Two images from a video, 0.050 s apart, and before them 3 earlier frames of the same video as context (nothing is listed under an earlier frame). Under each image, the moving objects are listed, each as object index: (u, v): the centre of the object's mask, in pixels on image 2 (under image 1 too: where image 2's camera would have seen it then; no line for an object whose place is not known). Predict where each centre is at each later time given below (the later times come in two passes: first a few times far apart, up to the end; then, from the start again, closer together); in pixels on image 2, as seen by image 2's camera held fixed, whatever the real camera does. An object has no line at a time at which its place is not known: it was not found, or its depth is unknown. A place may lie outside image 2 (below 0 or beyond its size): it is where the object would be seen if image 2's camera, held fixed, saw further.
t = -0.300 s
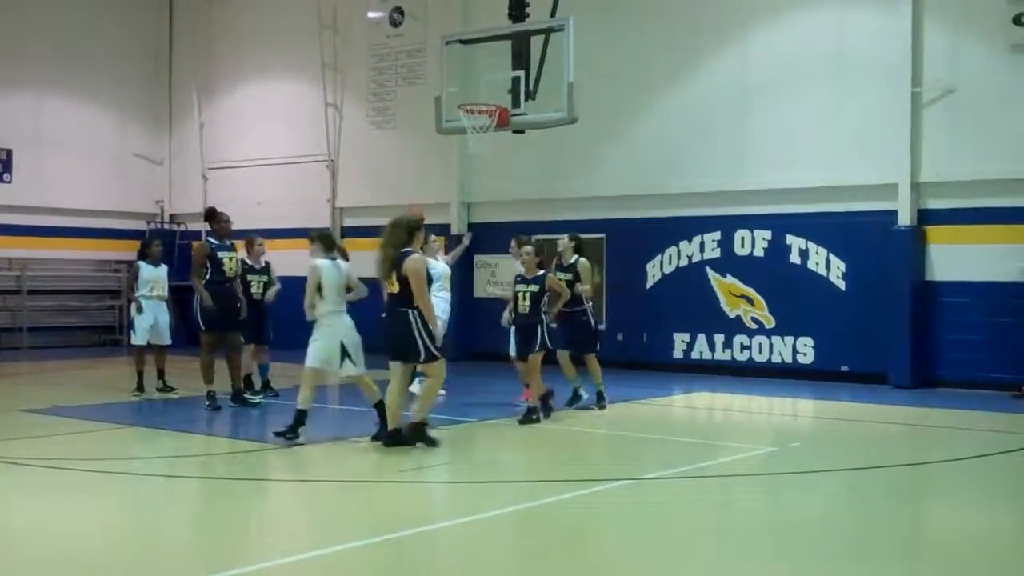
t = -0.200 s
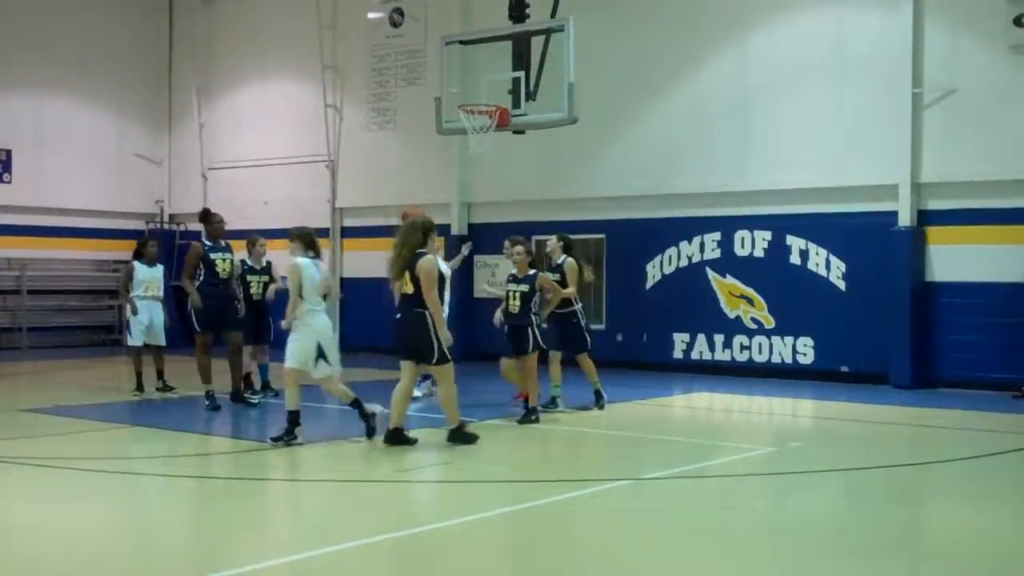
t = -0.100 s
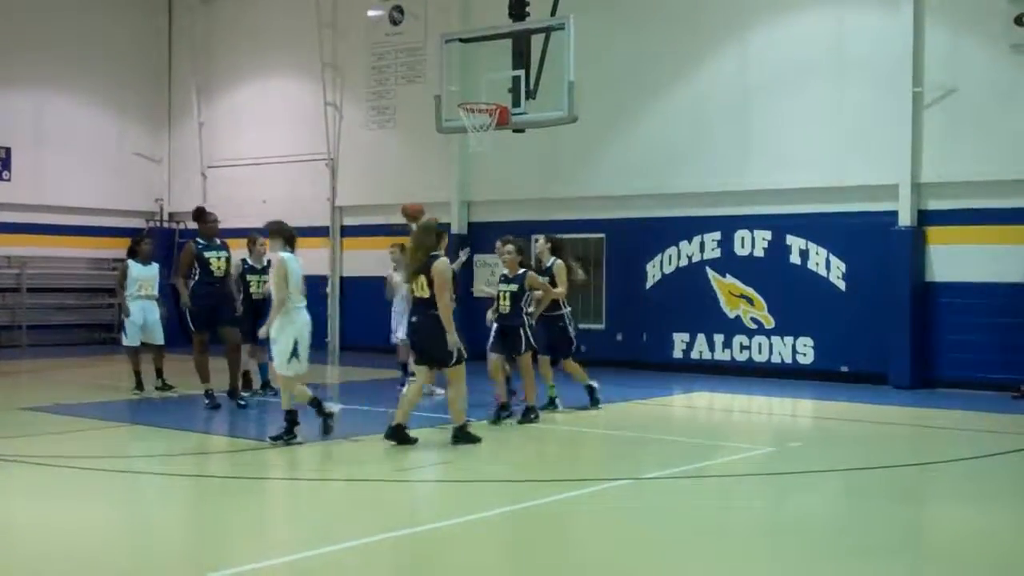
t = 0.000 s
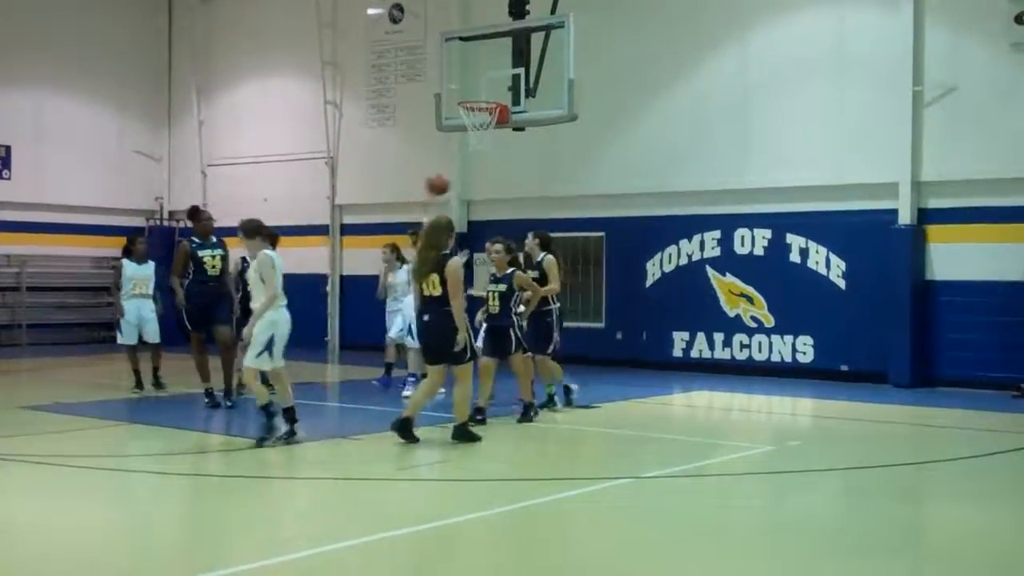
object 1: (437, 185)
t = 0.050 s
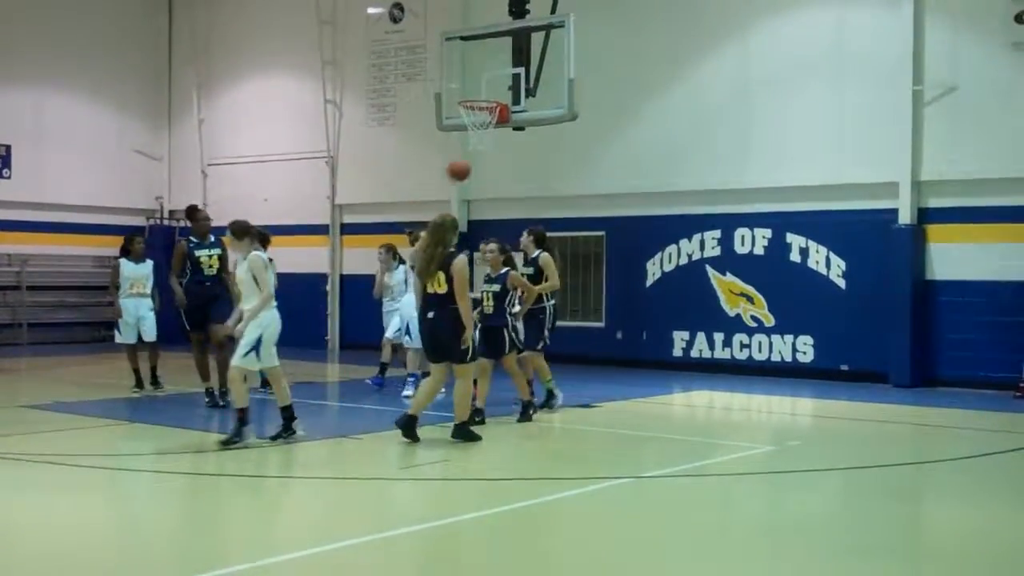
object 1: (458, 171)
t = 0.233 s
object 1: (540, 137)
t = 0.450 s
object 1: (644, 141)
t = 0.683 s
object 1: (768, 209)
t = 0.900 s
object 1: (893, 335)
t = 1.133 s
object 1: (991, 347)
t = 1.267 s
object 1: (1021, 279)
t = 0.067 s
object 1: (465, 167)
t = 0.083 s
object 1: (472, 163)
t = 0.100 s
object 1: (479, 159)
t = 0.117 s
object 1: (487, 154)
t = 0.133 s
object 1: (495, 151)
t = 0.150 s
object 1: (502, 148)
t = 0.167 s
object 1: (509, 146)
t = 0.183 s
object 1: (517, 143)
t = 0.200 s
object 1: (524, 140)
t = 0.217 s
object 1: (533, 139)
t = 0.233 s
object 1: (540, 137)
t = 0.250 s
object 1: (547, 136)
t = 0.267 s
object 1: (555, 136)
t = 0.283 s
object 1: (563, 134)
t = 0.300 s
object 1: (570, 133)
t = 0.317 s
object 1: (579, 133)
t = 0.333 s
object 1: (587, 133)
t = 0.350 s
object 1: (594, 133)
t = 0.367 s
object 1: (602, 134)
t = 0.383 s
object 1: (611, 135)
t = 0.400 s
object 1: (619, 136)
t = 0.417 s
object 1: (628, 138)
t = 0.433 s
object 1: (636, 140)
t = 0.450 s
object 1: (644, 141)
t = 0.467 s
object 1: (653, 144)
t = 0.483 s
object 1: (661, 147)
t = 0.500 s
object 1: (670, 150)
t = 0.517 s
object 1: (678, 153)
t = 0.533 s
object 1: (686, 156)
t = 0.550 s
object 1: (695, 161)
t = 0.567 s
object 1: (704, 165)
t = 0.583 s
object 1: (713, 171)
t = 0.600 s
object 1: (722, 175)
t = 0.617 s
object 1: (732, 181)
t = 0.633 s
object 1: (740, 187)
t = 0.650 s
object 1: (749, 193)
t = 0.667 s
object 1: (758, 200)
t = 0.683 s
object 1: (768, 209)
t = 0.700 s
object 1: (777, 216)
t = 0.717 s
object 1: (787, 221)
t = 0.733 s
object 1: (794, 228)
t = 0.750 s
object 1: (803, 238)
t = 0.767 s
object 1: (813, 246)
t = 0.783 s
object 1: (825, 255)
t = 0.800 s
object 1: (836, 267)
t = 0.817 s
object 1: (845, 279)
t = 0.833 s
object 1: (854, 288)
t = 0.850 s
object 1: (863, 299)
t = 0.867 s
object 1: (874, 311)
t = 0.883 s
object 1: (883, 323)
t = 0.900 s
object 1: (893, 335)
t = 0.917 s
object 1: (904, 349)
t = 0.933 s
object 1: (913, 361)
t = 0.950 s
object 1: (925, 376)
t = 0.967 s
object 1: (933, 386)
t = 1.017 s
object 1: (962, 423)
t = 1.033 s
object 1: (967, 410)
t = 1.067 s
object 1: (975, 386)
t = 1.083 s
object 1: (981, 376)
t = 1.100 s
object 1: (983, 366)
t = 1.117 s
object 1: (987, 356)
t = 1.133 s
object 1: (991, 347)
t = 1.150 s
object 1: (997, 337)
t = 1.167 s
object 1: (1001, 328)
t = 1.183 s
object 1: (1005, 319)
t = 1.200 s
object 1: (1010, 311)
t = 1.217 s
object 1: (1013, 303)
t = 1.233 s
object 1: (1015, 295)
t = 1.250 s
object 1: (1018, 288)
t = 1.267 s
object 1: (1021, 279)
